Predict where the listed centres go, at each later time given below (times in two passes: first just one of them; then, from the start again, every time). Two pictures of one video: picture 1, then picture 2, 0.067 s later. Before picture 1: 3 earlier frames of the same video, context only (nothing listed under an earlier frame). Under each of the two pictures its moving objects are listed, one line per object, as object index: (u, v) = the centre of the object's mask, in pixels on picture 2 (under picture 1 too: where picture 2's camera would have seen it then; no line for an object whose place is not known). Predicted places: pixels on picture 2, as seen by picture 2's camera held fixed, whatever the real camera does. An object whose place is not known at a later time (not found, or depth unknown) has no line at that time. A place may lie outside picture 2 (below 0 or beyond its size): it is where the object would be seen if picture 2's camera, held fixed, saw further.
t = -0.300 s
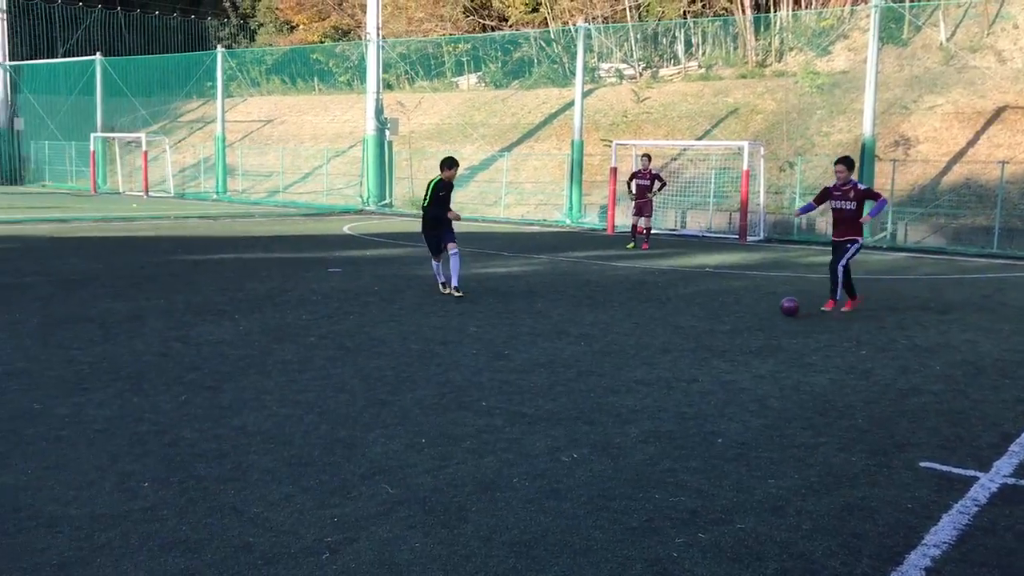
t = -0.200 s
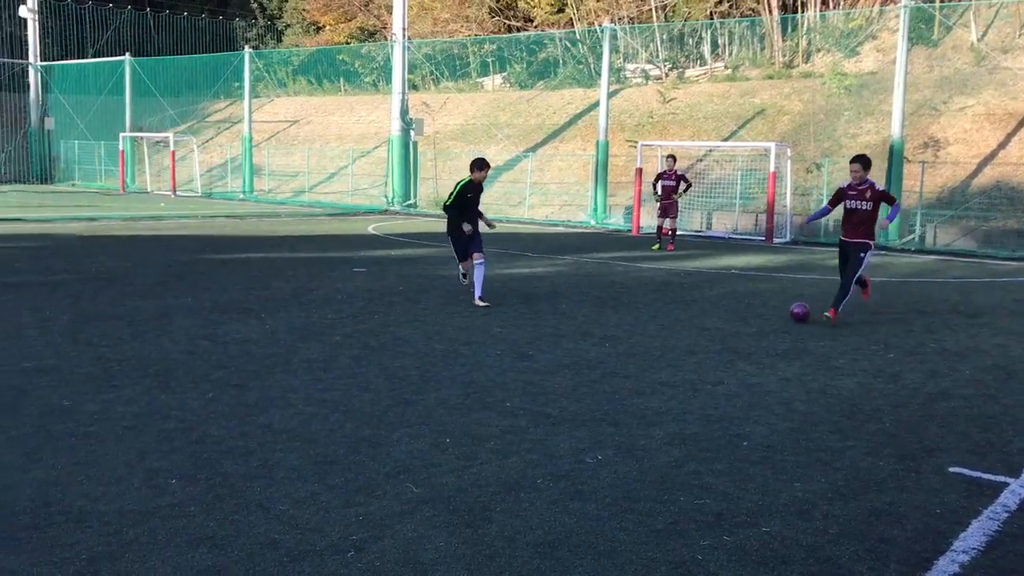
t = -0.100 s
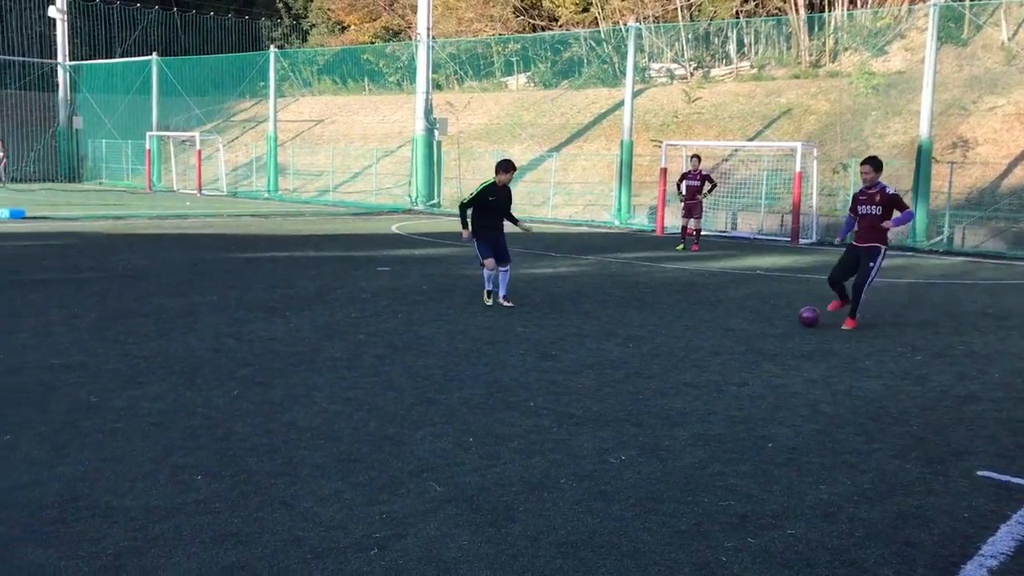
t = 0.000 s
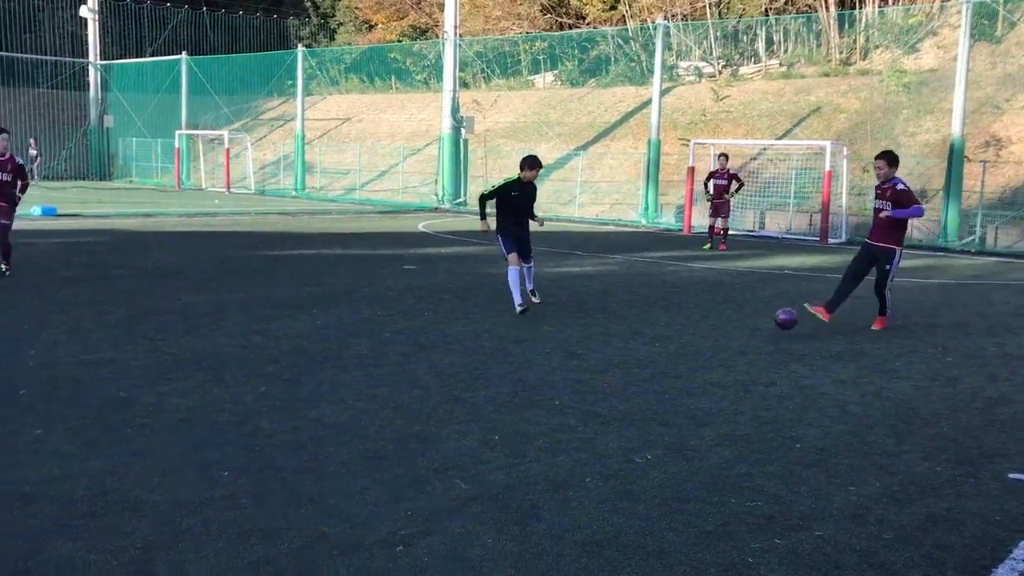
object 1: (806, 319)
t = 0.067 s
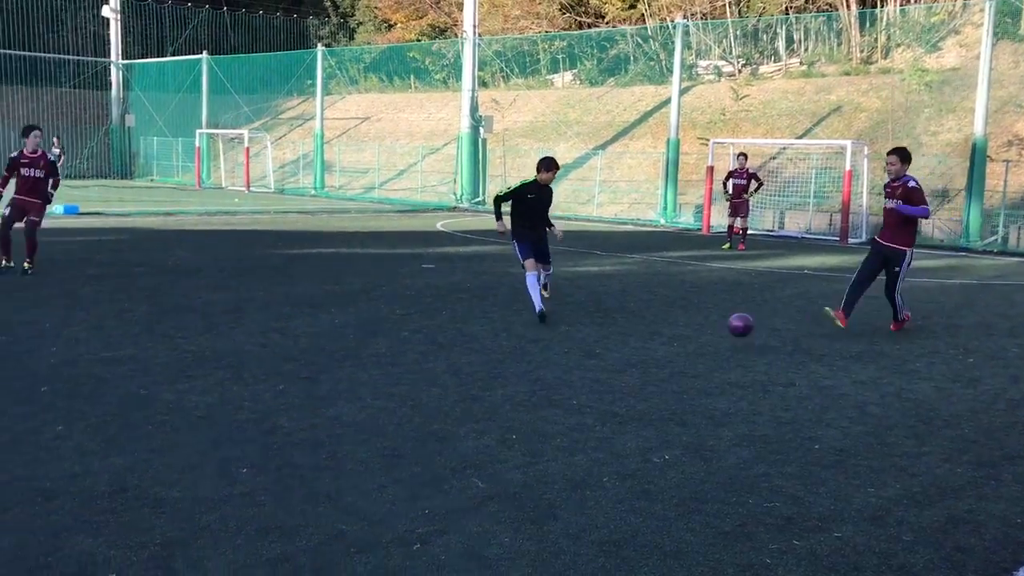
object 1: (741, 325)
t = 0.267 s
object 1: (464, 388)
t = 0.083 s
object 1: (723, 328)
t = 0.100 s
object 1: (704, 330)
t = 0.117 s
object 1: (684, 334)
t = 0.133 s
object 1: (663, 338)
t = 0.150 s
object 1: (642, 343)
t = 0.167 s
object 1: (620, 349)
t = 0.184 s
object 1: (596, 356)
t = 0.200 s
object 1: (571, 362)
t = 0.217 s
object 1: (544, 371)
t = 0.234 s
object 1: (517, 381)
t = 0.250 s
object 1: (491, 386)
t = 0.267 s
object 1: (464, 388)
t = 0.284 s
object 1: (436, 391)
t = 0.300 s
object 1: (406, 395)
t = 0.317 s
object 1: (375, 400)
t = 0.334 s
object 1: (342, 405)
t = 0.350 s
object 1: (307, 410)
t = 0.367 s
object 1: (270, 418)
